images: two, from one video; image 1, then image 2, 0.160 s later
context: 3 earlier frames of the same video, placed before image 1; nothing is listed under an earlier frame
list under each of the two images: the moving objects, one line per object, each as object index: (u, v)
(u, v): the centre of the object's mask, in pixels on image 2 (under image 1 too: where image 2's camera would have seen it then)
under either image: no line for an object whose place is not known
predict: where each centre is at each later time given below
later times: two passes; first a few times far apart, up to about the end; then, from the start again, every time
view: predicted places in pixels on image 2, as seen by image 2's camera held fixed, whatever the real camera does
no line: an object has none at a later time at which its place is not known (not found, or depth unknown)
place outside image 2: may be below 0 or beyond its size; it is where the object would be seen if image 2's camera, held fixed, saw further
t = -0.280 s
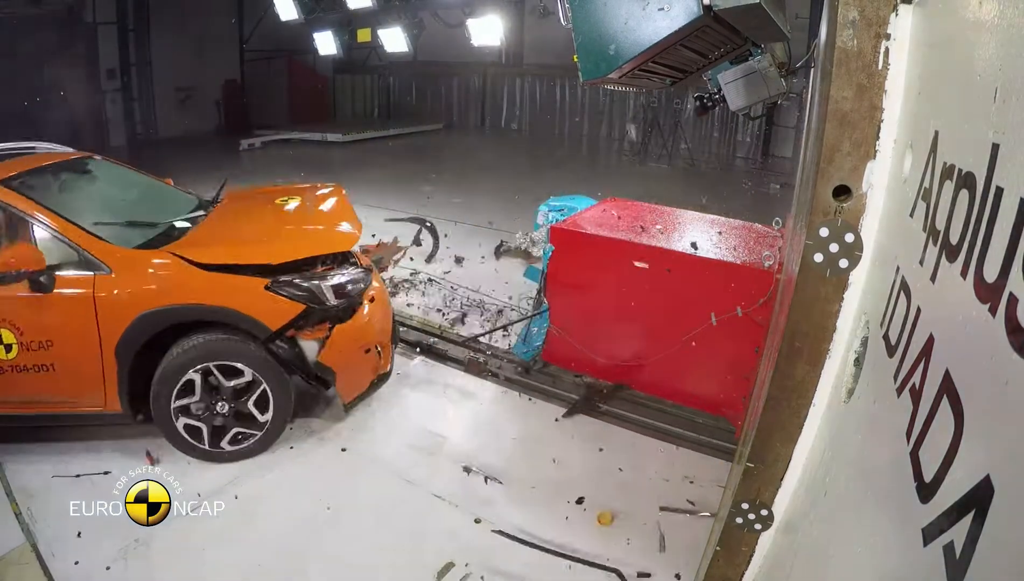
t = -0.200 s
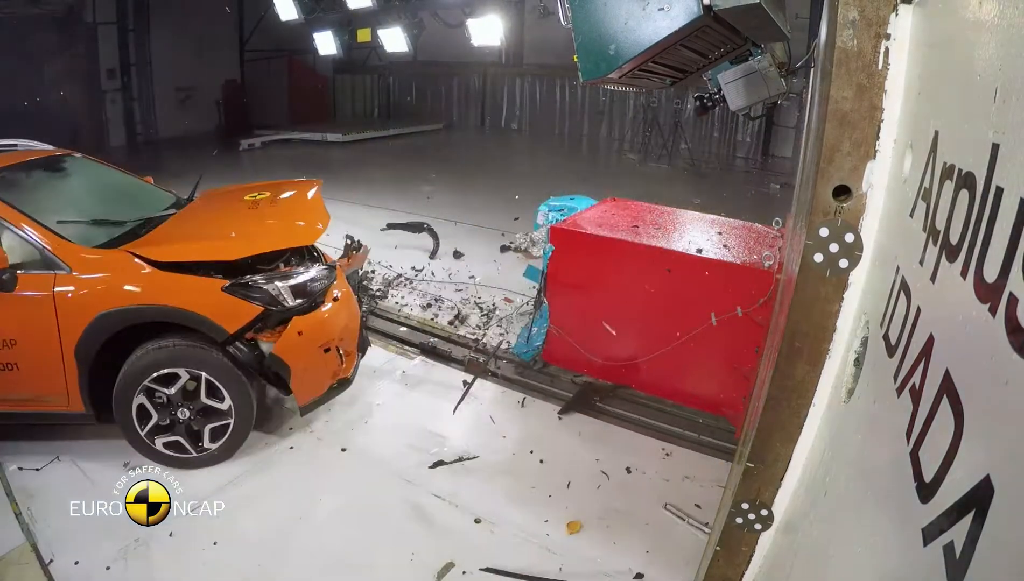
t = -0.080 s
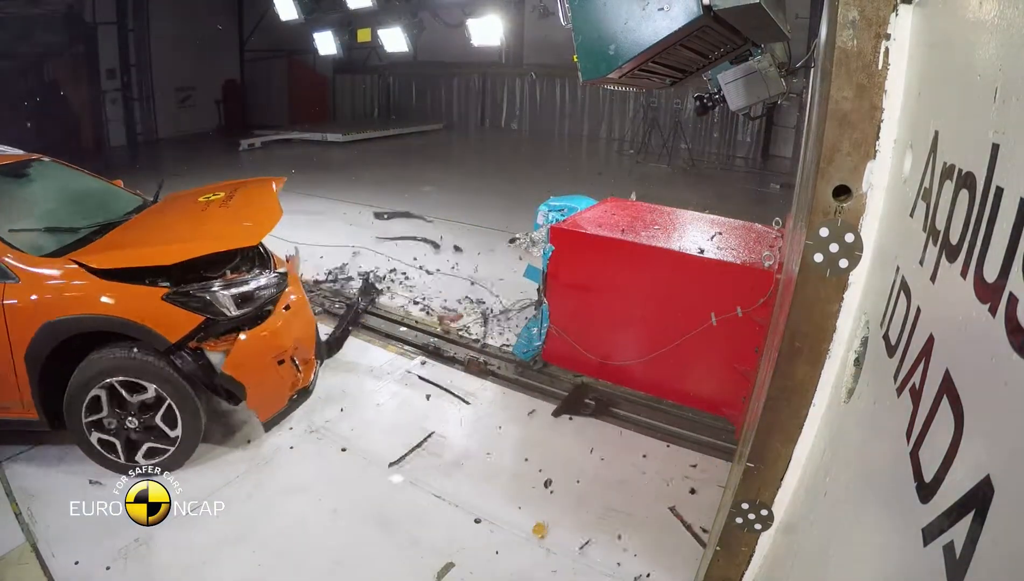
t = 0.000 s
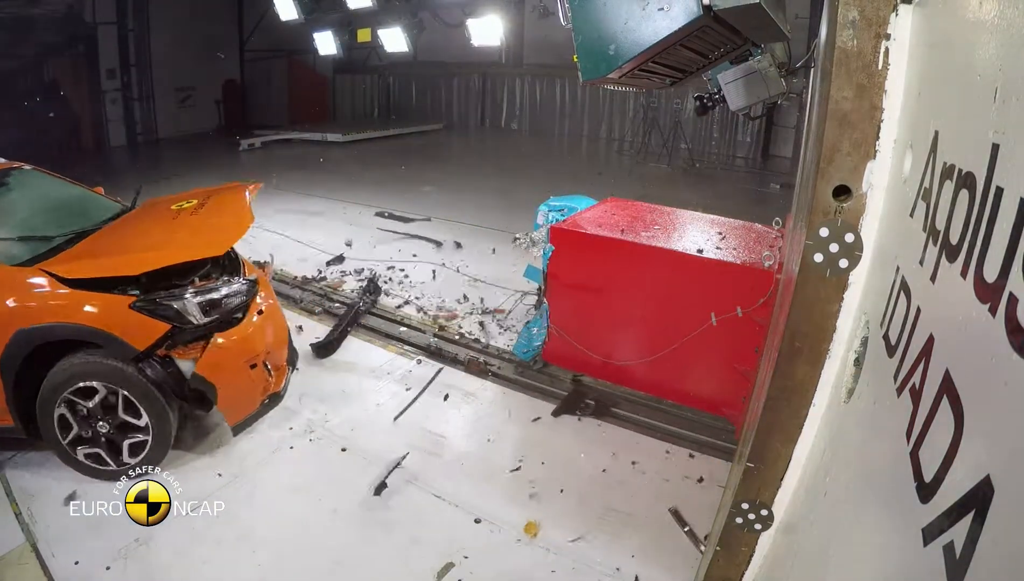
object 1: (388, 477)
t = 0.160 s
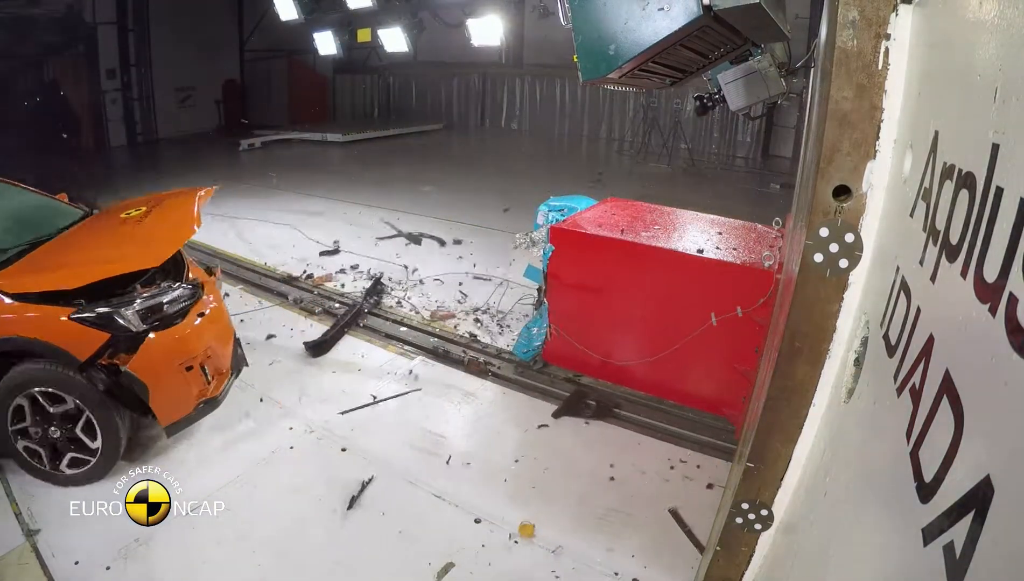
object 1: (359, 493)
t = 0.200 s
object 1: (353, 494)
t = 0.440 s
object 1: (331, 496)
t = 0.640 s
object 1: (331, 496)
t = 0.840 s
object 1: (331, 496)
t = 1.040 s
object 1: (331, 496)
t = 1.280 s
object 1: (331, 496)
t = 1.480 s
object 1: (331, 496)
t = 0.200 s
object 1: (353, 494)
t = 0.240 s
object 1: (347, 494)
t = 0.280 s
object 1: (343, 494)
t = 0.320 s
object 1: (339, 496)
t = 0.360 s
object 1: (335, 496)
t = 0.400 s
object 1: (333, 496)
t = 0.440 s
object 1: (331, 496)
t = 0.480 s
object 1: (331, 496)
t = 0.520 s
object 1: (331, 496)
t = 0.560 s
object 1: (331, 496)
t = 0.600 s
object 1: (331, 496)
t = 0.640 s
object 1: (331, 496)
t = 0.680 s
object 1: (331, 496)
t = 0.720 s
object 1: (331, 496)
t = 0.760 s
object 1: (331, 496)
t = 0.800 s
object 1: (331, 496)
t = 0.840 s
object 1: (331, 496)
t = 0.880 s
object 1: (331, 496)
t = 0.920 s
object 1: (331, 496)
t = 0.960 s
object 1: (331, 496)
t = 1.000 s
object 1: (331, 496)
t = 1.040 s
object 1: (331, 496)
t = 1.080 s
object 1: (331, 496)
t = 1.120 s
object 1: (331, 496)
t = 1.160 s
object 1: (331, 496)
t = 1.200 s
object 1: (331, 496)
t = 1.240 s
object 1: (331, 496)
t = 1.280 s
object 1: (331, 496)
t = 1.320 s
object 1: (331, 496)
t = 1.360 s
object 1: (331, 496)
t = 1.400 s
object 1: (331, 496)
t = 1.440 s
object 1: (331, 496)
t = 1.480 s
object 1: (331, 496)
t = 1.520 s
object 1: (331, 496)
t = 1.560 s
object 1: (331, 496)
